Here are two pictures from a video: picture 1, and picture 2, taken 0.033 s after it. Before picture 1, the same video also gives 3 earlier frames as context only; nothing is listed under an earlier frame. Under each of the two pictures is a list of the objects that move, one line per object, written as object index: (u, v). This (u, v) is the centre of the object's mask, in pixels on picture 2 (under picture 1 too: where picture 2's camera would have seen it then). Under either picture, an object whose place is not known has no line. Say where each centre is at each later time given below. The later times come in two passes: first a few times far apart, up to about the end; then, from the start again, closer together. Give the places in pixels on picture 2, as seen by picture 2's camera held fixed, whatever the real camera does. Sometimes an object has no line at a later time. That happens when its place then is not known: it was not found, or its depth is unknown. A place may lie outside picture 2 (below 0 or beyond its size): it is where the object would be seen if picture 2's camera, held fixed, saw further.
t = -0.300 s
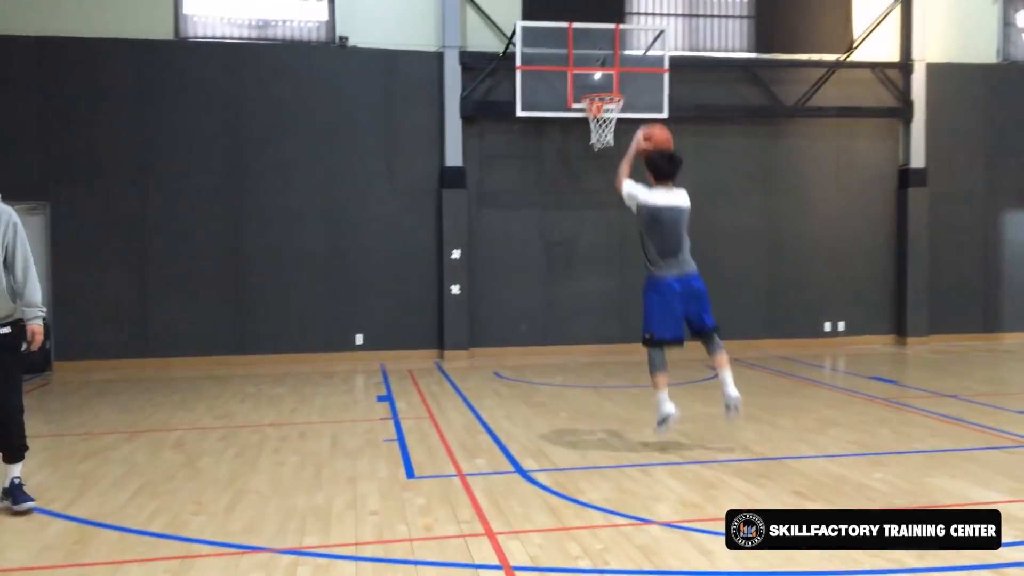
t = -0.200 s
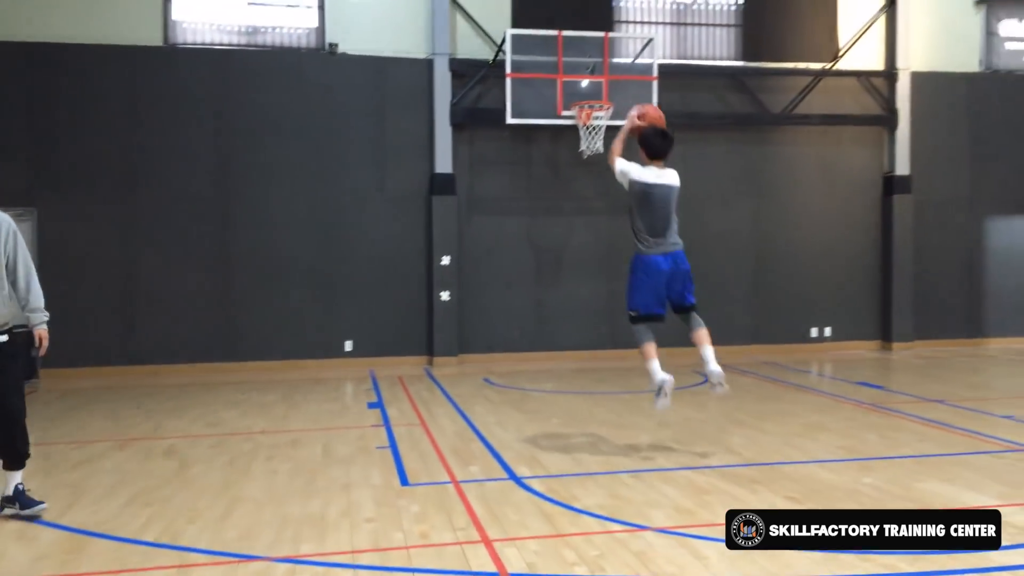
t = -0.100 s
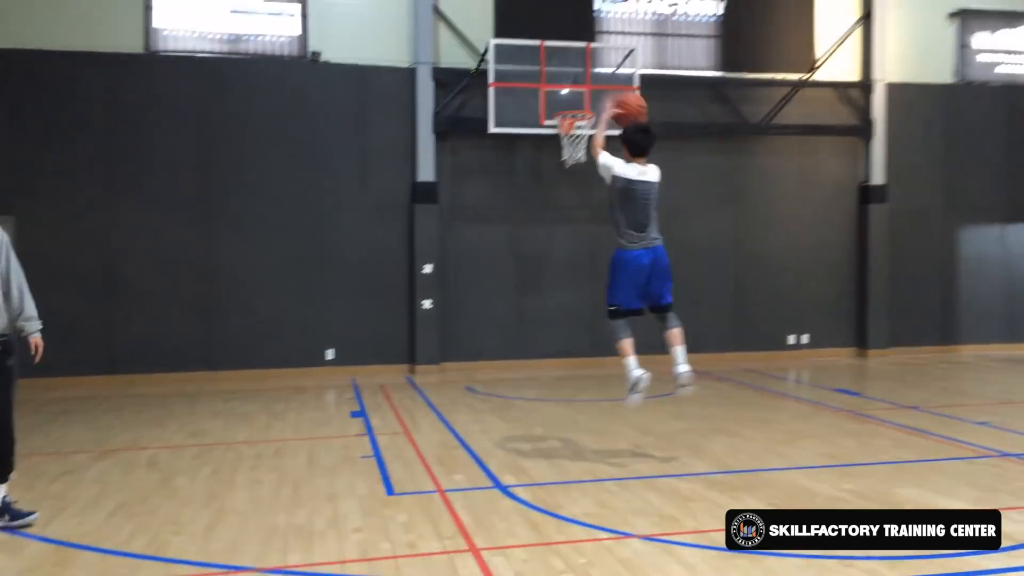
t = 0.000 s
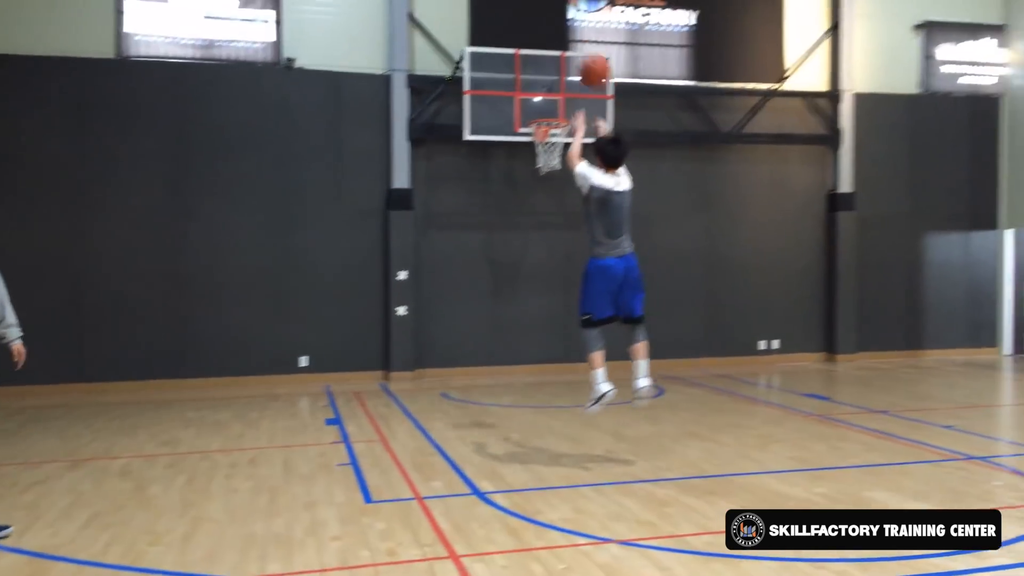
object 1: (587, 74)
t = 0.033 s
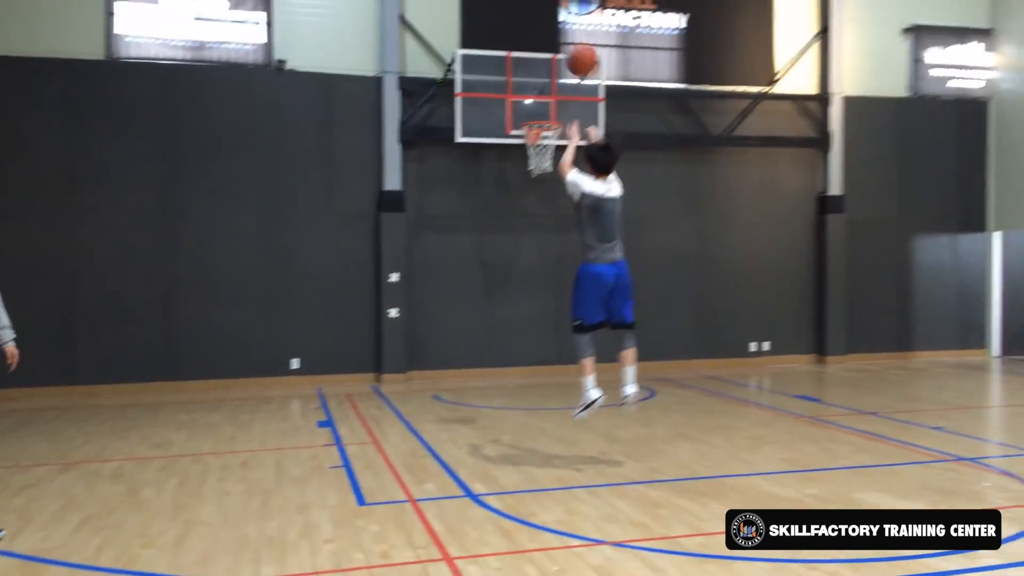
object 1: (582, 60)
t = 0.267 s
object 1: (558, 14)
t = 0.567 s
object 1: (540, 43)
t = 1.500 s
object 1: (538, 219)
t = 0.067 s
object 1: (578, 49)
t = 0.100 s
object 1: (573, 39)
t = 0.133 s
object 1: (570, 32)
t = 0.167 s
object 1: (567, 25)
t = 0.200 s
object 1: (563, 20)
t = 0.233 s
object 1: (561, 16)
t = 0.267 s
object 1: (558, 14)
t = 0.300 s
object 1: (555, 13)
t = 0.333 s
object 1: (553, 13)
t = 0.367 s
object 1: (550, 14)
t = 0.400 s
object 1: (548, 17)
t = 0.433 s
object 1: (546, 21)
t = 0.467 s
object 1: (544, 25)
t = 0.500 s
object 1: (543, 31)
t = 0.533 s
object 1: (541, 36)
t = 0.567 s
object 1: (540, 43)
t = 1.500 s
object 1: (538, 219)
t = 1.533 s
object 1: (538, 230)
